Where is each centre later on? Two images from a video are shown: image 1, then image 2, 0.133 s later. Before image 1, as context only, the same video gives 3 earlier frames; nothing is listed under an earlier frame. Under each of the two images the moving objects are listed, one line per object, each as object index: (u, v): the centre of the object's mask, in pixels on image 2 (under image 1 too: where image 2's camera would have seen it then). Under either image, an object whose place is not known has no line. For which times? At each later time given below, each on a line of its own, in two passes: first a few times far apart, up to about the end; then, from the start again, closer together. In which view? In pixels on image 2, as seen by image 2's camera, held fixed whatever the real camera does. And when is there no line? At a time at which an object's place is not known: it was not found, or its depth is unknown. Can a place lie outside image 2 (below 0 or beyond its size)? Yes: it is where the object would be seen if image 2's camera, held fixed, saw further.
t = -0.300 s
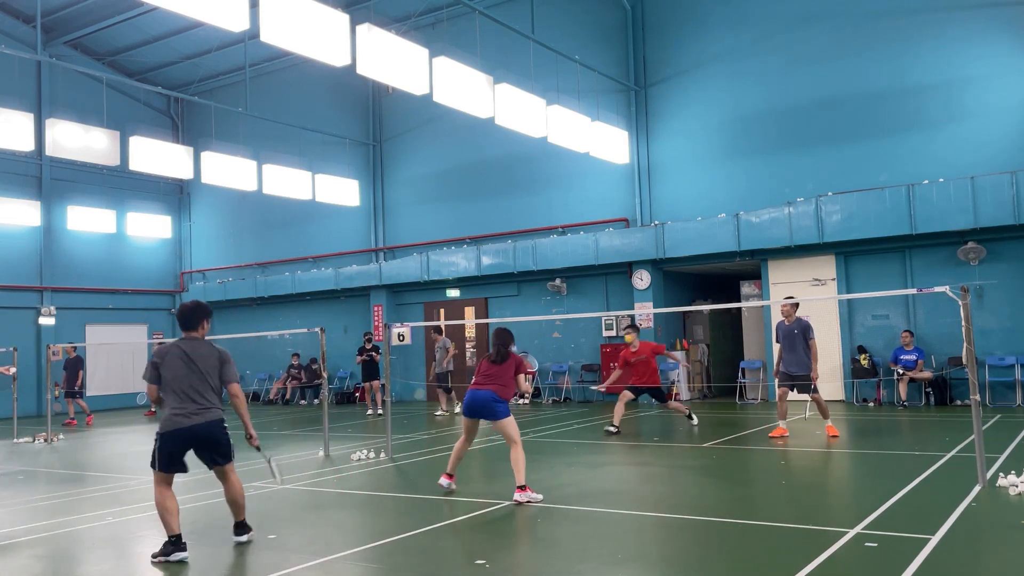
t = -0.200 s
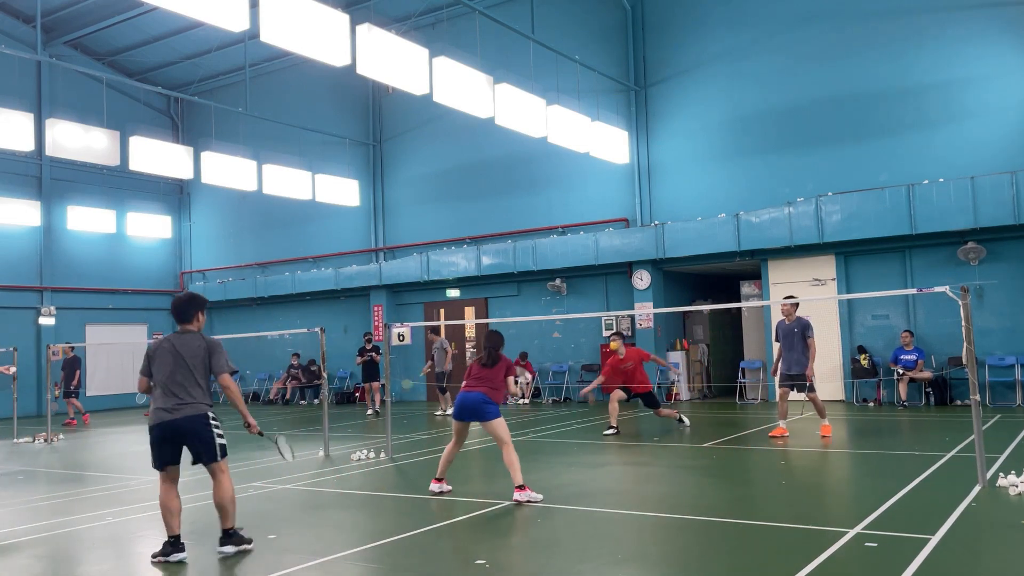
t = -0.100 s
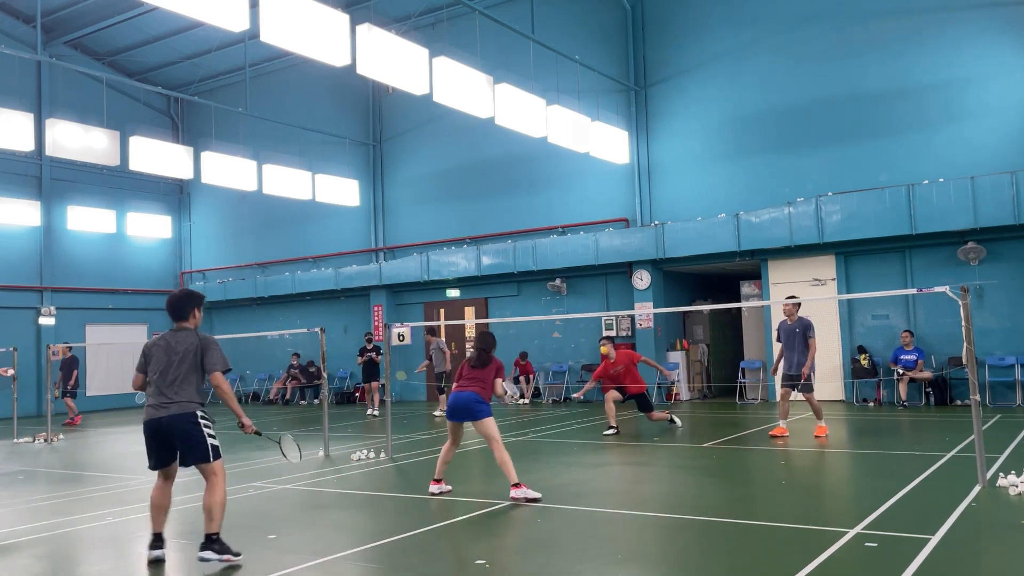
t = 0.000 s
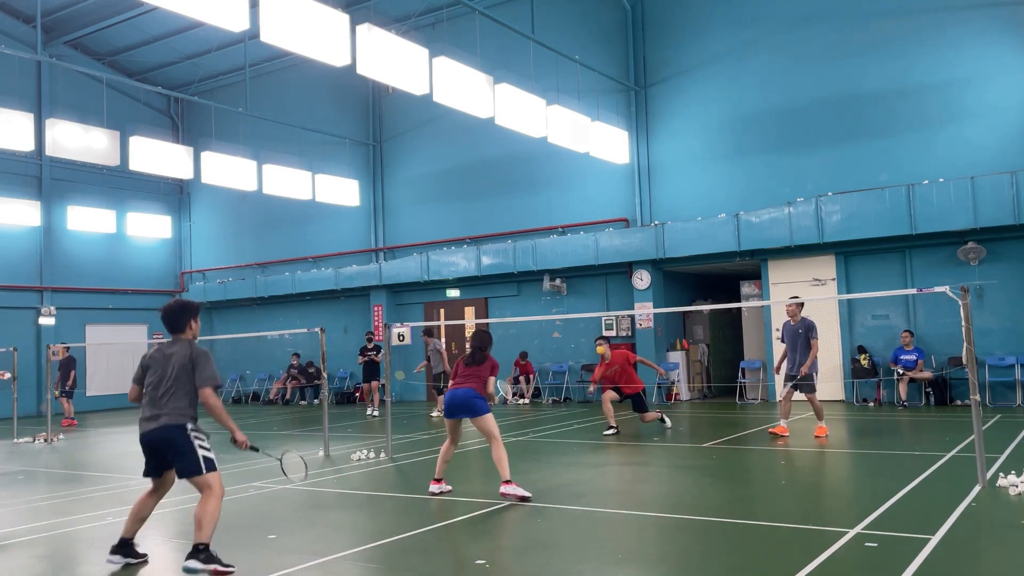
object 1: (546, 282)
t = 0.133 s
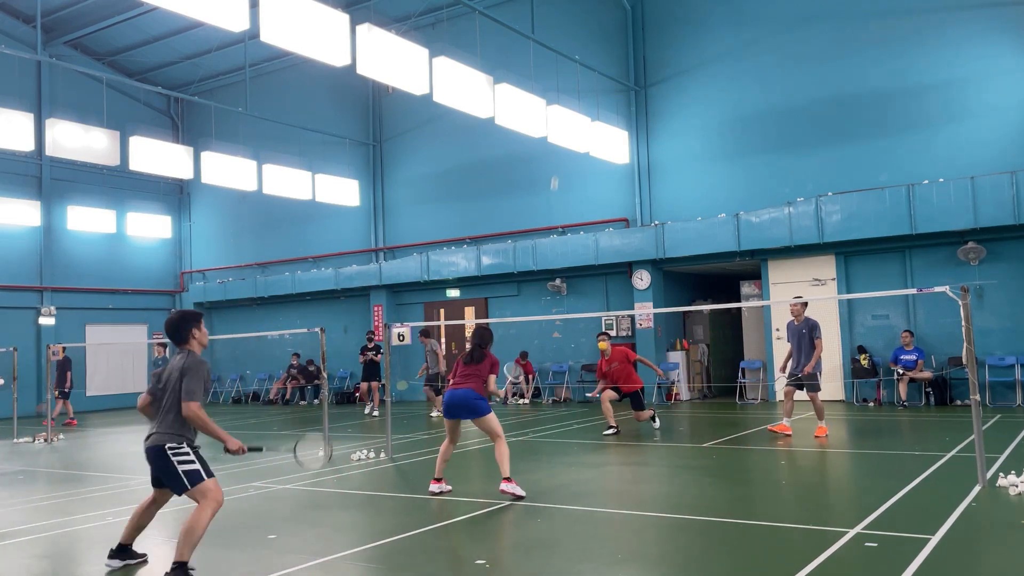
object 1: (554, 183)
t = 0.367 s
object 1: (571, 63)
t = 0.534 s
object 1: (584, 16)
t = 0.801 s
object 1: (607, 30)
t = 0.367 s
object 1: (571, 63)
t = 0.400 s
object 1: (573, 51)
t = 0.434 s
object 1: (576, 40)
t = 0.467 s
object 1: (578, 30)
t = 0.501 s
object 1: (581, 22)
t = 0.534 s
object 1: (584, 16)
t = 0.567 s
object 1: (587, 11)
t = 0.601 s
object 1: (589, 7)
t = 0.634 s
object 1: (592, 6)
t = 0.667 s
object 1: (595, 6)
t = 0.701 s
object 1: (598, 9)
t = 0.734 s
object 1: (601, 14)
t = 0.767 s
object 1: (604, 20)
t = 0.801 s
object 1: (607, 30)
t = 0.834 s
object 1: (611, 41)
